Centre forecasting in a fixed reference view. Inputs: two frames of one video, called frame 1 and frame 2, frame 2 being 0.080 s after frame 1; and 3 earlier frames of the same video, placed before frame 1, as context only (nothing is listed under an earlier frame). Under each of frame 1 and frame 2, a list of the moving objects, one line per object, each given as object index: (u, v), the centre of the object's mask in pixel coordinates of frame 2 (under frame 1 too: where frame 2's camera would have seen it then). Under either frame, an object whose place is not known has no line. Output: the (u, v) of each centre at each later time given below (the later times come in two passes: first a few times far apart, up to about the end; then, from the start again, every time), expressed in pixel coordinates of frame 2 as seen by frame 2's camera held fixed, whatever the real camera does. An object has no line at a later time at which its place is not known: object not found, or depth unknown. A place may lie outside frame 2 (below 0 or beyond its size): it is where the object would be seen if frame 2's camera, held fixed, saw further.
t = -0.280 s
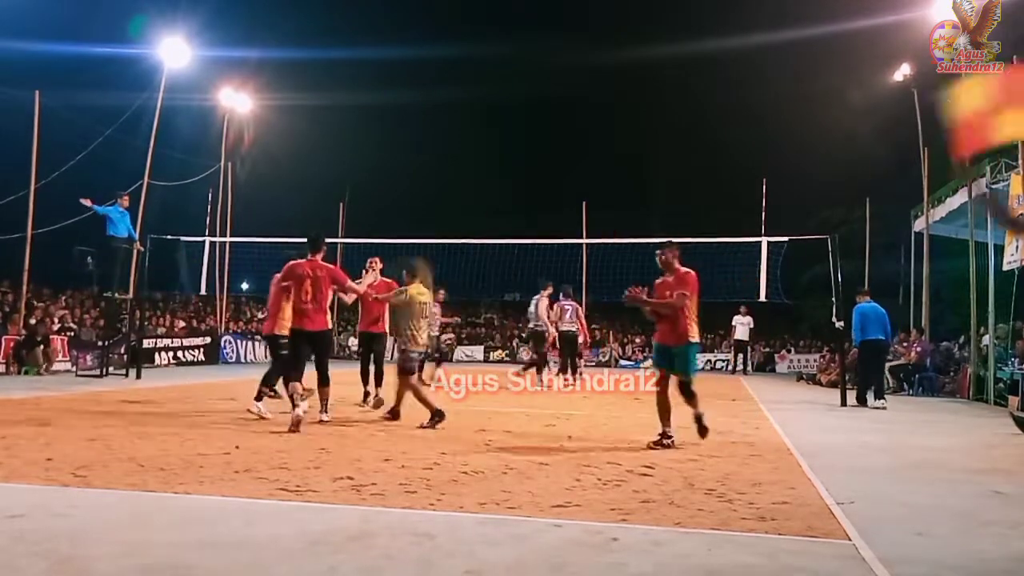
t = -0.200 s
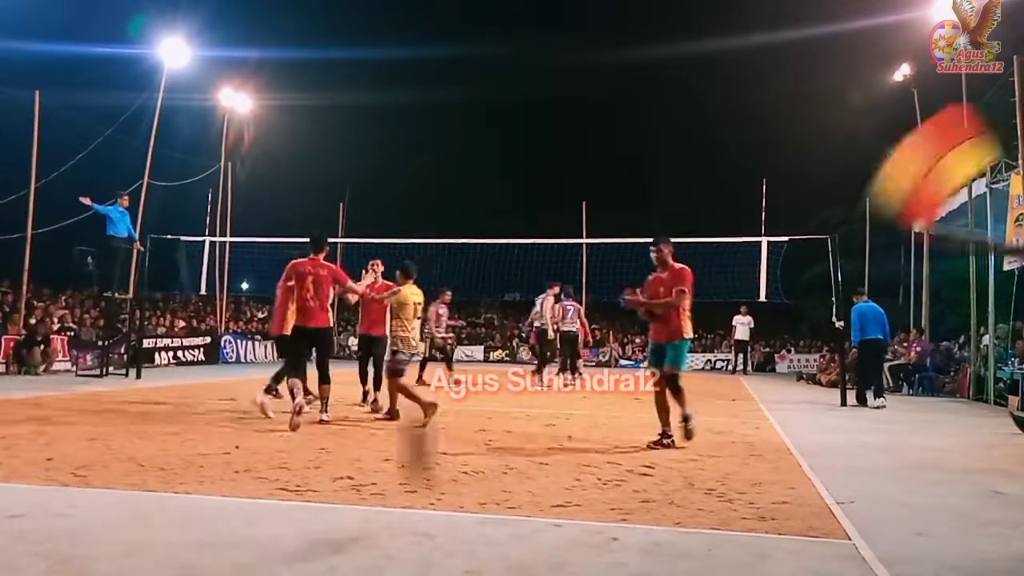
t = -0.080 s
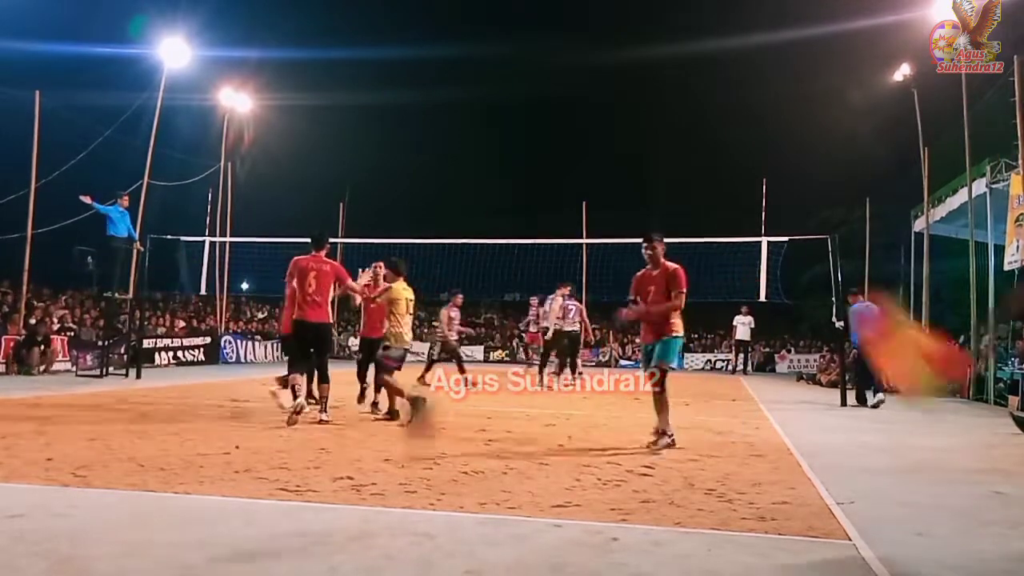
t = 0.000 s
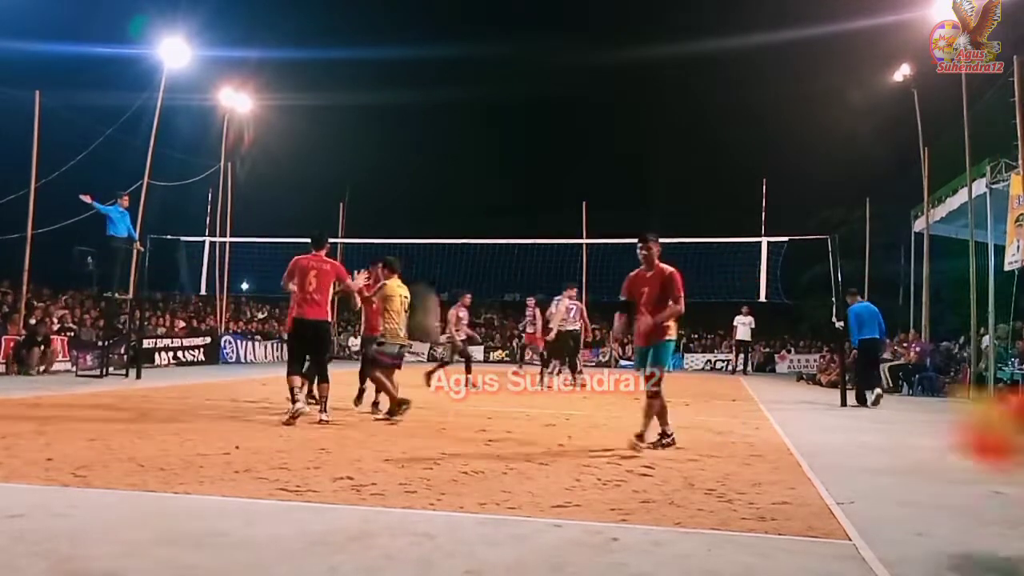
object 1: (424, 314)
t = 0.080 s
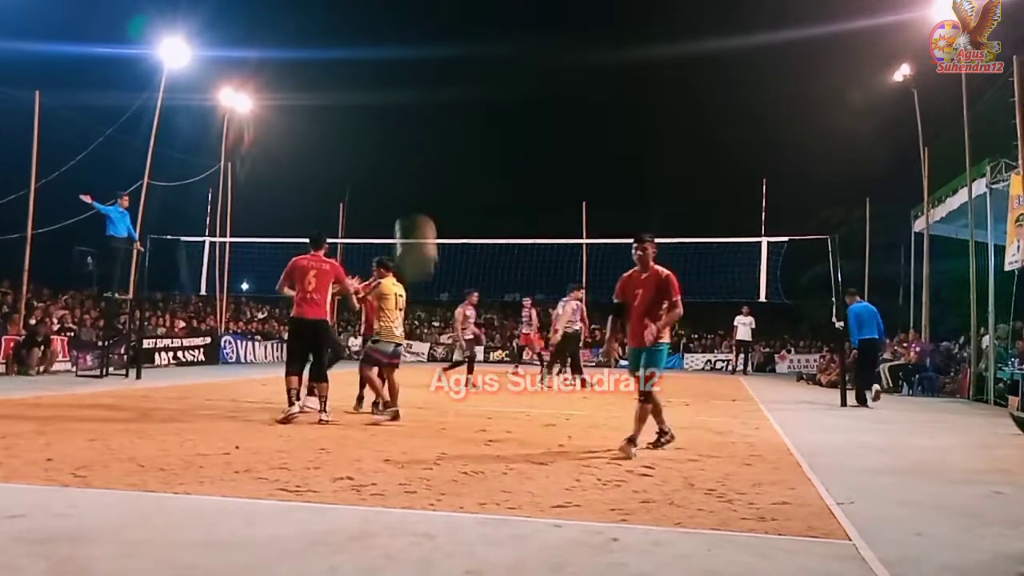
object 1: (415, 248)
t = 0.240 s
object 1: (407, 138)
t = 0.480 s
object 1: (393, 72)
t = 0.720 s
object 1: (377, 112)
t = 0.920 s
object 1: (366, 226)
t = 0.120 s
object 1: (414, 211)
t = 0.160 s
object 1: (412, 186)
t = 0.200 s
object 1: (409, 161)
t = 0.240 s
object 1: (407, 138)
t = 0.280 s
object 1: (405, 120)
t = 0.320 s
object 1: (403, 104)
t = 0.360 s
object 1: (401, 91)
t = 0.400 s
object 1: (398, 82)
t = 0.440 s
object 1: (396, 75)
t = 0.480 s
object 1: (393, 72)
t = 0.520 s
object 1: (391, 72)
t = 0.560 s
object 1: (388, 74)
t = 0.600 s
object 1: (385, 79)
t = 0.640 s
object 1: (383, 87)
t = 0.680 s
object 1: (380, 98)
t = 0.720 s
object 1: (377, 112)
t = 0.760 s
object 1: (374, 130)
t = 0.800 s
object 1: (371, 149)
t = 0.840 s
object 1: (368, 172)
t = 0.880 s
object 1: (365, 201)
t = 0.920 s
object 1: (366, 226)
